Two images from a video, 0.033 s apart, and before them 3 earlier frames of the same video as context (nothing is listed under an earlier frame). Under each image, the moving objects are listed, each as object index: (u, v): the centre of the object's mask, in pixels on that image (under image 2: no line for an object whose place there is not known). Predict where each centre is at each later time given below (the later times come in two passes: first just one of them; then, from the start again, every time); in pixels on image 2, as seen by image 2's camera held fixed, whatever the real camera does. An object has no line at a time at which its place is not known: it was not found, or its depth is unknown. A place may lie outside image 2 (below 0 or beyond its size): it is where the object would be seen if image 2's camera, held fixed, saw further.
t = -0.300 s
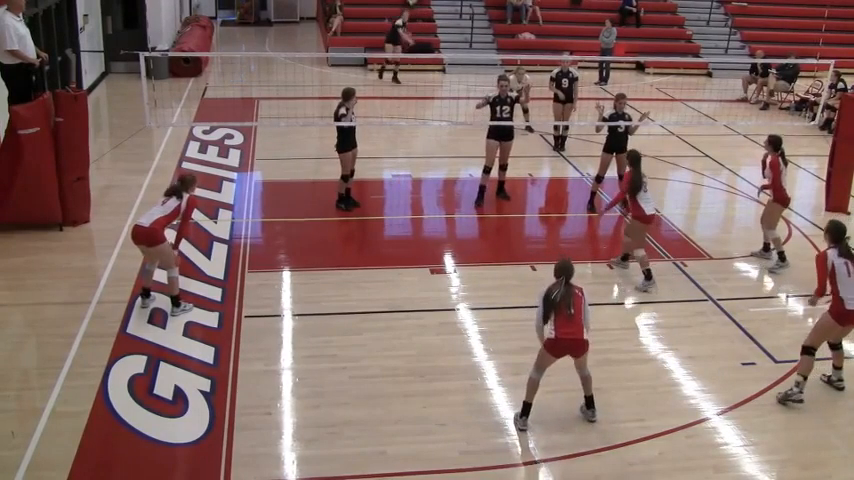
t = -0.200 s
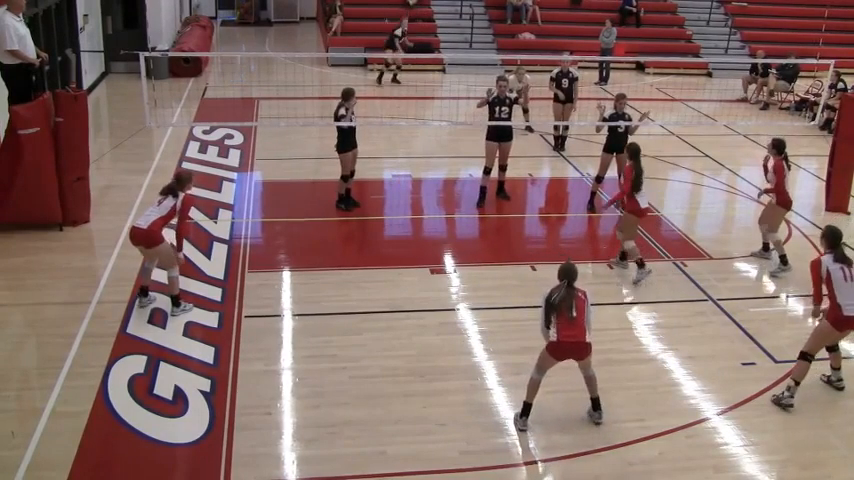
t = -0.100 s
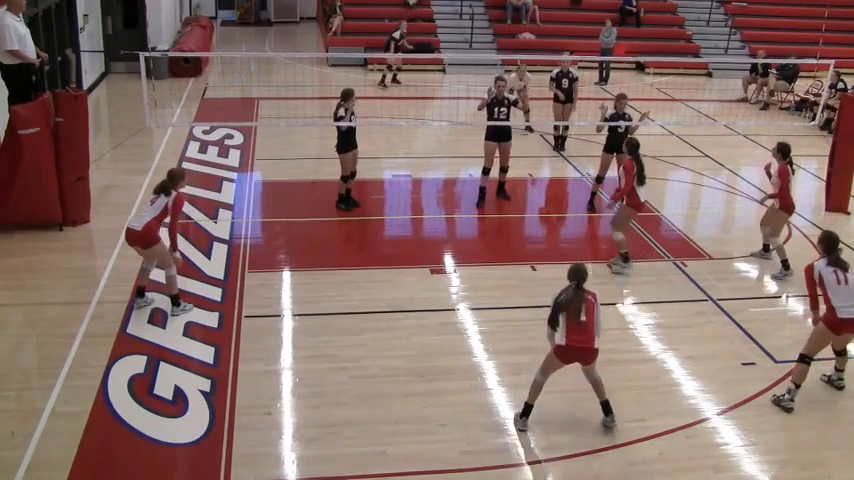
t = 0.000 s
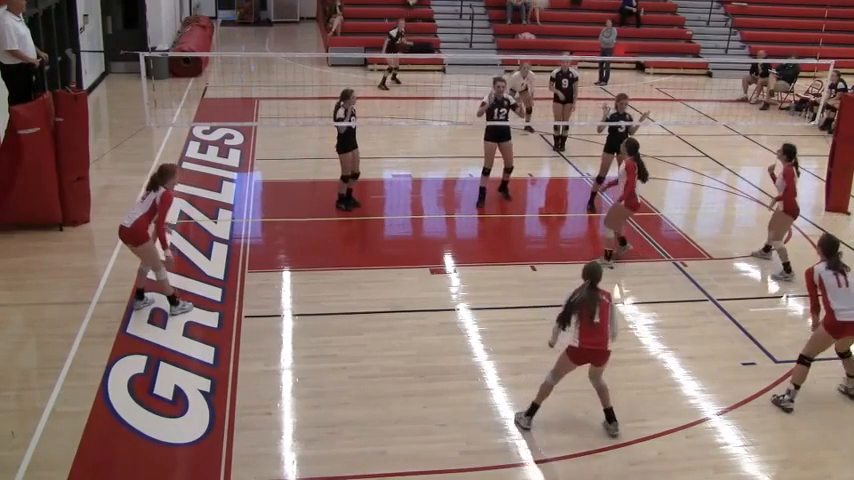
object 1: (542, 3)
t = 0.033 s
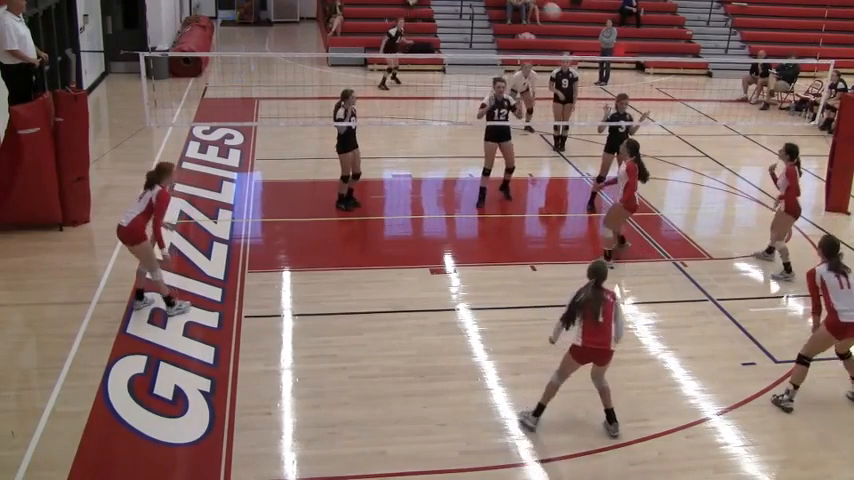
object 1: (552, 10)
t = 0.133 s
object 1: (591, 42)
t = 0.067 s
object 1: (565, 20)
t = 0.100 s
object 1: (578, 30)
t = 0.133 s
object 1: (591, 42)
